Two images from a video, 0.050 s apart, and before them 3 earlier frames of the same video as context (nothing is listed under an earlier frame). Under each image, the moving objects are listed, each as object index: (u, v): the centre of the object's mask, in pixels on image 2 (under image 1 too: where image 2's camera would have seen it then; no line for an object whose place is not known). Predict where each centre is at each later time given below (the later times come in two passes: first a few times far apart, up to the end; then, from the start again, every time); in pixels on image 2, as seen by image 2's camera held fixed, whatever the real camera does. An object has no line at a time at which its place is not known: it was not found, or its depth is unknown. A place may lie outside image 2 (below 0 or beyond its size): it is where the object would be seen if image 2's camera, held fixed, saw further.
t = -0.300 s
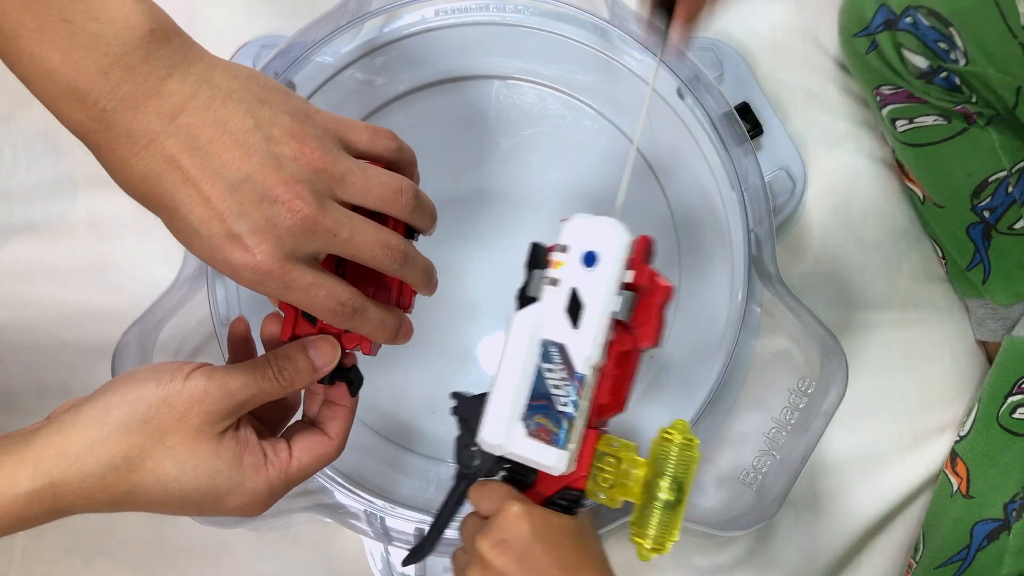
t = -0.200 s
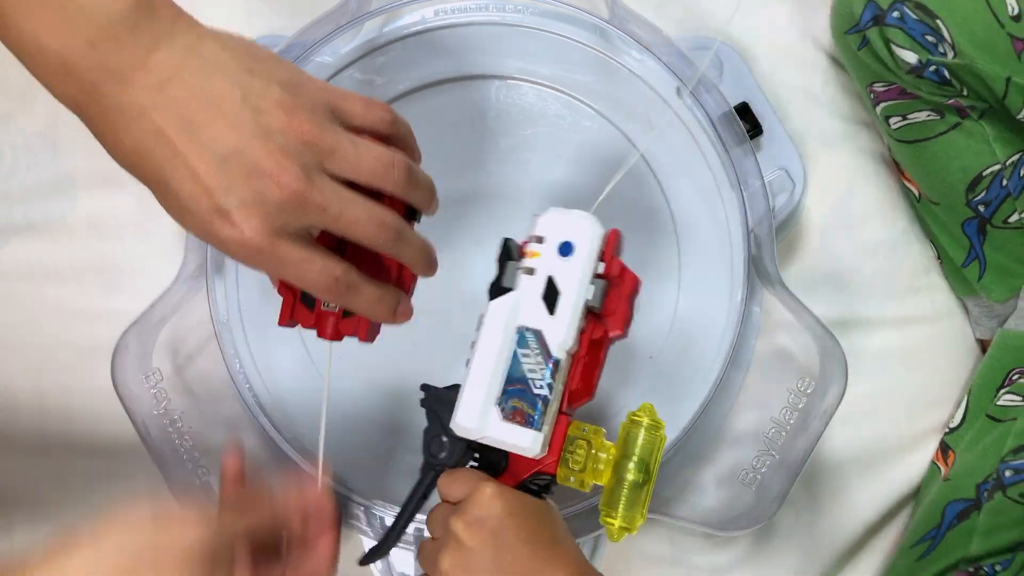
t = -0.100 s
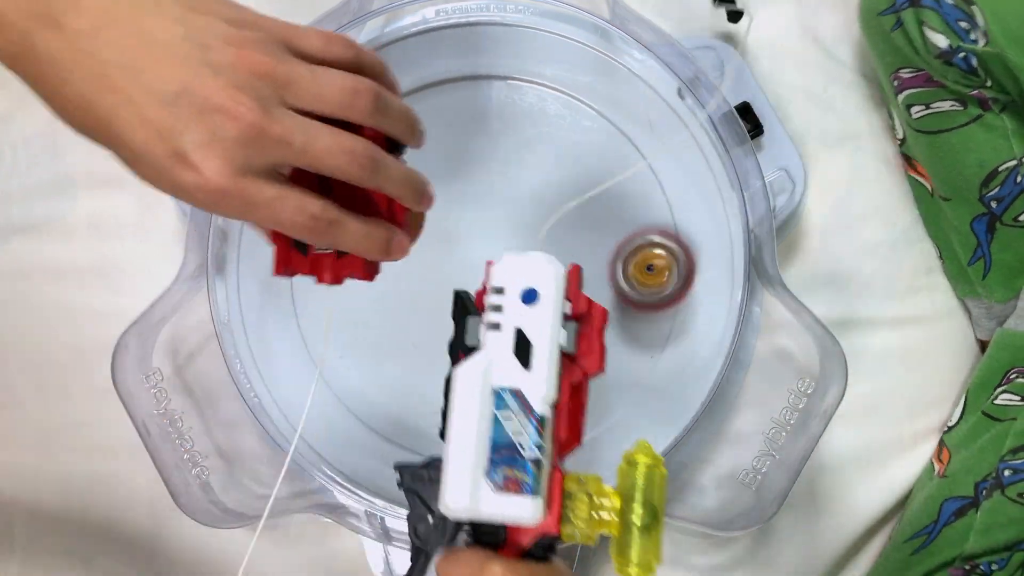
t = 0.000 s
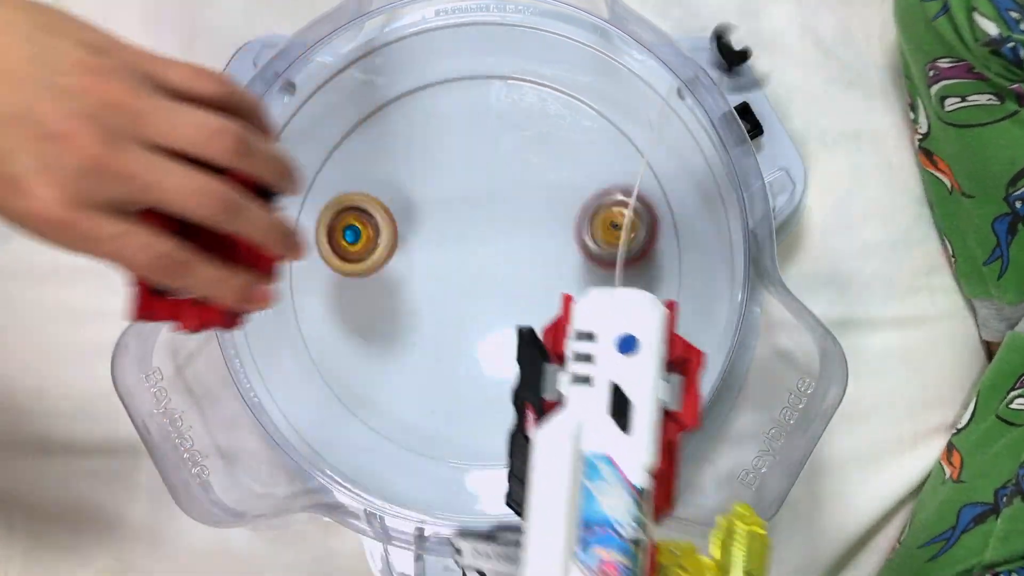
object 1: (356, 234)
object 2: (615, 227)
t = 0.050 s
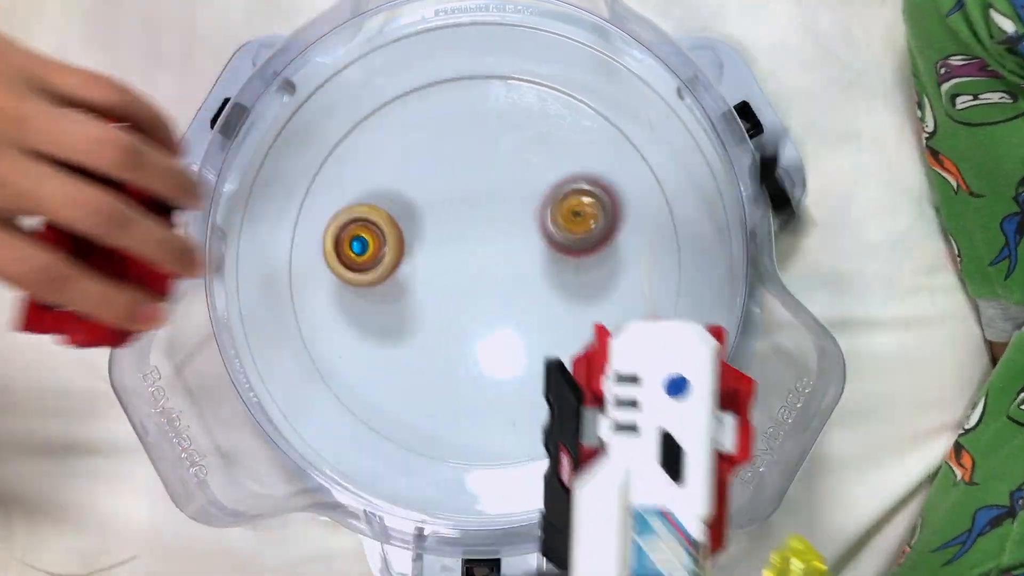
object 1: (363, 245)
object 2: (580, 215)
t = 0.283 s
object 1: (387, 372)
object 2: (432, 156)
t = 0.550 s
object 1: (495, 367)
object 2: (400, 226)
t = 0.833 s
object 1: (531, 234)
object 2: (456, 412)
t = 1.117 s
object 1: (469, 203)
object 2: (546, 257)
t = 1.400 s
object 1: (393, 159)
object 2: (548, 187)
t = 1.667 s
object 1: (290, 197)
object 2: (691, 346)
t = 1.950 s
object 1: (466, 286)
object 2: (594, 353)
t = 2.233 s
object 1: (524, 198)
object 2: (483, 327)
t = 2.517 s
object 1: (481, 228)
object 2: (416, 307)
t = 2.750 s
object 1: (484, 276)
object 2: (410, 338)
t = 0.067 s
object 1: (368, 249)
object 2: (564, 212)
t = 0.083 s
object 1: (373, 253)
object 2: (548, 210)
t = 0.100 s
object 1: (379, 258)
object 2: (530, 210)
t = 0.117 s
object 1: (386, 262)
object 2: (512, 210)
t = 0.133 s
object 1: (394, 268)
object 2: (494, 210)
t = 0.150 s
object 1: (401, 272)
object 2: (476, 212)
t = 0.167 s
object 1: (406, 277)
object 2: (460, 213)
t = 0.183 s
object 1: (400, 293)
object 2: (455, 203)
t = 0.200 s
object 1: (396, 308)
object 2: (450, 192)
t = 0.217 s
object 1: (392, 323)
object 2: (446, 182)
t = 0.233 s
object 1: (389, 337)
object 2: (443, 173)
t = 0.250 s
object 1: (388, 349)
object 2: (439, 166)
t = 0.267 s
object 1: (387, 361)
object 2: (435, 160)
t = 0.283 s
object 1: (387, 372)
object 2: (432, 156)
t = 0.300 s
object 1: (388, 382)
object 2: (429, 151)
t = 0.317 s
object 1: (391, 391)
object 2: (427, 148)
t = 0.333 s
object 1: (395, 398)
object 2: (424, 147)
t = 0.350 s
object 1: (401, 404)
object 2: (422, 147)
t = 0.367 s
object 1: (406, 408)
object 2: (420, 147)
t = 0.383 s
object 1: (413, 411)
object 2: (417, 150)
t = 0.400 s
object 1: (420, 412)
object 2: (415, 153)
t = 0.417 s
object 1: (427, 411)
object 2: (413, 157)
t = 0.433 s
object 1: (436, 409)
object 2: (411, 162)
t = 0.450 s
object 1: (444, 407)
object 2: (409, 169)
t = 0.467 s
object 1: (453, 402)
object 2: (407, 176)
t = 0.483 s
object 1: (462, 397)
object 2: (405, 185)
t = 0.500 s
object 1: (470, 390)
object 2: (404, 193)
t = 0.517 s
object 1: (478, 383)
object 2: (402, 204)
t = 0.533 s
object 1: (487, 376)
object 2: (401, 214)
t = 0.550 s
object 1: (495, 367)
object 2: (400, 226)
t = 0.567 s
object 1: (502, 359)
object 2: (400, 238)
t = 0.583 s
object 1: (510, 350)
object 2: (399, 250)
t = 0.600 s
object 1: (517, 341)
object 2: (398, 263)
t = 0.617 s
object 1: (524, 333)
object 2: (397, 276)
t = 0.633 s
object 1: (529, 324)
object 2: (398, 289)
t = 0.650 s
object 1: (533, 315)
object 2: (399, 301)
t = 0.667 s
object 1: (537, 306)
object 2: (400, 314)
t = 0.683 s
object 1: (539, 297)
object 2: (402, 327)
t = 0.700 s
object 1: (541, 289)
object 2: (404, 339)
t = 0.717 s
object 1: (542, 280)
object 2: (408, 351)
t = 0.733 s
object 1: (542, 272)
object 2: (411, 363)
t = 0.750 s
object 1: (541, 265)
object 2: (417, 373)
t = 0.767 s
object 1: (540, 258)
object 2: (423, 384)
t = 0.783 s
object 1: (539, 252)
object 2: (430, 393)
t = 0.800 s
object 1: (537, 245)
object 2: (438, 401)
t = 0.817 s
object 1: (534, 239)
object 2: (447, 407)
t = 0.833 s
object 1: (531, 234)
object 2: (456, 412)
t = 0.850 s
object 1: (527, 229)
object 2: (467, 414)
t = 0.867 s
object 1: (522, 224)
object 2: (476, 415)
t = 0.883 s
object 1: (518, 220)
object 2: (486, 414)
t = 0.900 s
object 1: (513, 216)
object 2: (497, 411)
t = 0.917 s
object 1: (508, 214)
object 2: (507, 406)
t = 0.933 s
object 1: (503, 211)
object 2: (517, 399)
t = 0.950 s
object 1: (499, 209)
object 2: (526, 390)
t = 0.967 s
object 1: (495, 207)
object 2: (534, 380)
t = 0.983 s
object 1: (491, 205)
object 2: (540, 369)
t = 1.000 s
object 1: (487, 204)
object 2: (545, 357)
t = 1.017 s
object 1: (484, 204)
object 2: (549, 343)
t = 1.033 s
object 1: (480, 203)
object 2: (551, 329)
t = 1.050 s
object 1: (478, 203)
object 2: (552, 316)
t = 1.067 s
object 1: (475, 203)
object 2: (553, 301)
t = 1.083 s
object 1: (473, 203)
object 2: (551, 287)
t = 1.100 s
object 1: (471, 203)
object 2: (549, 272)
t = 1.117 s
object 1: (469, 203)
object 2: (546, 257)
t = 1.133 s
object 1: (468, 203)
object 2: (542, 244)
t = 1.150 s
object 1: (456, 196)
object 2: (550, 240)
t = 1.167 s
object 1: (443, 189)
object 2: (559, 237)
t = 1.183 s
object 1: (431, 183)
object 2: (569, 233)
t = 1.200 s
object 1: (421, 177)
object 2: (575, 231)
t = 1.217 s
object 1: (412, 173)
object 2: (580, 228)
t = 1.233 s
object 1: (405, 169)
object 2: (585, 225)
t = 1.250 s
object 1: (399, 166)
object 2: (588, 222)
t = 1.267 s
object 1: (394, 164)
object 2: (589, 219)
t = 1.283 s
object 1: (391, 162)
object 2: (589, 215)
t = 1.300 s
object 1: (389, 160)
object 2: (588, 211)
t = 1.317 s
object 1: (387, 159)
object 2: (584, 207)
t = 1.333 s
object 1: (387, 158)
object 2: (579, 203)
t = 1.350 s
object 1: (388, 158)
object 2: (573, 199)
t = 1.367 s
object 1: (389, 157)
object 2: (567, 195)
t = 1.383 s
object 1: (391, 158)
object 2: (558, 191)
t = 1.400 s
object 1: (393, 159)
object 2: (548, 187)
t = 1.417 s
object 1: (396, 160)
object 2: (537, 184)
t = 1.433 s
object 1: (400, 161)
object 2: (527, 182)
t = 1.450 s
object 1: (404, 163)
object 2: (514, 181)
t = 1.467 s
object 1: (408, 165)
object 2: (502, 180)
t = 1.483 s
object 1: (400, 164)
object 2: (501, 185)
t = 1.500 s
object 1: (370, 154)
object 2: (526, 201)
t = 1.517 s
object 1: (339, 144)
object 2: (550, 219)
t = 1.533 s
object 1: (315, 139)
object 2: (572, 235)
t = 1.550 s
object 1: (292, 135)
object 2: (595, 251)
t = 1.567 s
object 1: (283, 140)
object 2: (615, 268)
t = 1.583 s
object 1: (280, 149)
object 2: (635, 284)
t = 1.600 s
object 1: (279, 159)
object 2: (654, 300)
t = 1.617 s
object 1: (280, 170)
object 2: (670, 314)
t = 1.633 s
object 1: (282, 179)
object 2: (680, 326)
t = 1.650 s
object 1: (286, 188)
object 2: (688, 337)
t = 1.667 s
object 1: (290, 197)
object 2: (691, 346)
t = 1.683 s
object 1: (295, 205)
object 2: (693, 355)
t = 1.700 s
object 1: (300, 213)
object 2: (705, 367)
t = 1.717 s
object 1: (307, 221)
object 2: (708, 374)
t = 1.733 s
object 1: (315, 229)
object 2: (706, 378)
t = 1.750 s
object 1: (324, 237)
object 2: (702, 381)
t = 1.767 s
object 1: (334, 244)
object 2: (695, 383)
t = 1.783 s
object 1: (345, 251)
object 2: (681, 379)
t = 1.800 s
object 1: (355, 257)
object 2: (677, 381)
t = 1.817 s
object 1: (367, 263)
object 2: (672, 382)
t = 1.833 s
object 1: (378, 269)
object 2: (666, 382)
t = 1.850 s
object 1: (390, 273)
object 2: (658, 381)
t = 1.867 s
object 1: (403, 277)
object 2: (649, 378)
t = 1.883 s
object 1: (416, 280)
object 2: (640, 375)
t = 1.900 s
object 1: (429, 283)
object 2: (629, 371)
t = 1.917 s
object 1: (442, 284)
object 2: (618, 366)
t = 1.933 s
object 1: (454, 285)
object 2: (607, 360)
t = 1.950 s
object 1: (466, 286)
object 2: (594, 353)
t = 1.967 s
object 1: (477, 286)
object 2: (582, 347)
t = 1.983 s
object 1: (488, 286)
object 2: (571, 339)
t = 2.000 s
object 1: (498, 286)
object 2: (559, 332)
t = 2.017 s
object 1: (502, 279)
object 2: (553, 332)
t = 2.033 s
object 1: (505, 270)
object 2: (548, 334)
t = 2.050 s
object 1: (508, 263)
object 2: (543, 335)
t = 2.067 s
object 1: (511, 255)
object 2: (538, 336)
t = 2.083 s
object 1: (513, 247)
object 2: (533, 336)
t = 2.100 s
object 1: (516, 240)
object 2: (527, 337)
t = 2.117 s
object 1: (518, 233)
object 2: (521, 337)
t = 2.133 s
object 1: (520, 227)
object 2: (515, 336)
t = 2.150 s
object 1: (522, 221)
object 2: (510, 335)
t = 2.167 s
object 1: (523, 215)
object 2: (504, 335)
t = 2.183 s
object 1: (525, 210)
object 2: (499, 333)
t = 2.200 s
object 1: (525, 205)
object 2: (493, 331)
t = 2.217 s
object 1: (525, 201)
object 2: (488, 330)
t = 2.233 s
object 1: (524, 198)
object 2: (483, 327)
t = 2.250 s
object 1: (523, 195)
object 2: (477, 324)
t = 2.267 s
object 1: (520, 194)
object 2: (473, 322)
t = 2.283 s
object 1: (518, 194)
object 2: (469, 318)
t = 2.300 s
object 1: (514, 194)
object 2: (464, 315)
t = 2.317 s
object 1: (510, 195)
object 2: (460, 312)
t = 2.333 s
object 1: (506, 197)
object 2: (457, 309)
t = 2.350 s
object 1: (502, 200)
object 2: (454, 306)
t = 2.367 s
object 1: (497, 203)
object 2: (451, 302)
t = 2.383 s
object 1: (492, 207)
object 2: (449, 299)
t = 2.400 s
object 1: (488, 212)
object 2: (446, 296)
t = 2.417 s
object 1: (483, 218)
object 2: (445, 292)
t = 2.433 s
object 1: (482, 219)
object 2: (440, 294)
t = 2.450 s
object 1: (483, 220)
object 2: (434, 296)
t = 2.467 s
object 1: (482, 222)
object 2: (428, 299)
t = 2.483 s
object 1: (481, 224)
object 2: (423, 302)
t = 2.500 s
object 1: (481, 226)
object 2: (419, 305)
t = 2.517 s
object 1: (481, 228)
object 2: (416, 307)
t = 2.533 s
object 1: (481, 230)
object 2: (414, 311)
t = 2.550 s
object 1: (481, 232)
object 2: (412, 313)
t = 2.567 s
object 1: (481, 235)
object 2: (410, 315)
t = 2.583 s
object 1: (481, 238)
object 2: (408, 318)
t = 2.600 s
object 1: (481, 241)
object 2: (407, 321)
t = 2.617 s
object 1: (482, 244)
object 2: (406, 323)
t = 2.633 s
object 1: (482, 247)
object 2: (405, 325)
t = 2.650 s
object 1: (483, 251)
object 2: (405, 328)
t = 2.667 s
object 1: (483, 255)
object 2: (405, 330)
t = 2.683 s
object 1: (484, 260)
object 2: (406, 332)
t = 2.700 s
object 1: (484, 264)
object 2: (406, 334)
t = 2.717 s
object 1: (484, 269)
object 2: (408, 336)
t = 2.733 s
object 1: (484, 272)
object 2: (409, 336)
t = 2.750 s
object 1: (484, 276)
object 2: (410, 338)
